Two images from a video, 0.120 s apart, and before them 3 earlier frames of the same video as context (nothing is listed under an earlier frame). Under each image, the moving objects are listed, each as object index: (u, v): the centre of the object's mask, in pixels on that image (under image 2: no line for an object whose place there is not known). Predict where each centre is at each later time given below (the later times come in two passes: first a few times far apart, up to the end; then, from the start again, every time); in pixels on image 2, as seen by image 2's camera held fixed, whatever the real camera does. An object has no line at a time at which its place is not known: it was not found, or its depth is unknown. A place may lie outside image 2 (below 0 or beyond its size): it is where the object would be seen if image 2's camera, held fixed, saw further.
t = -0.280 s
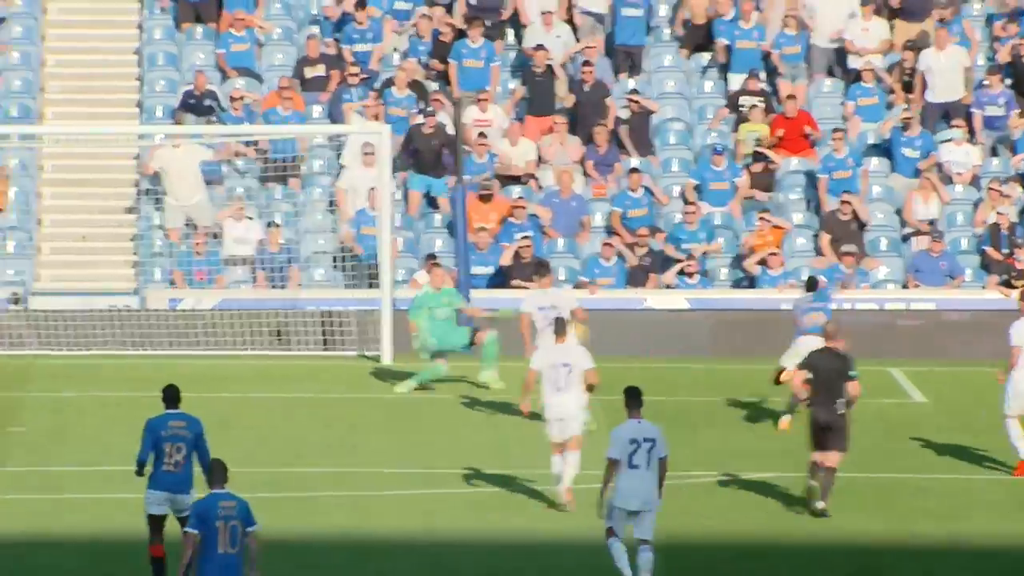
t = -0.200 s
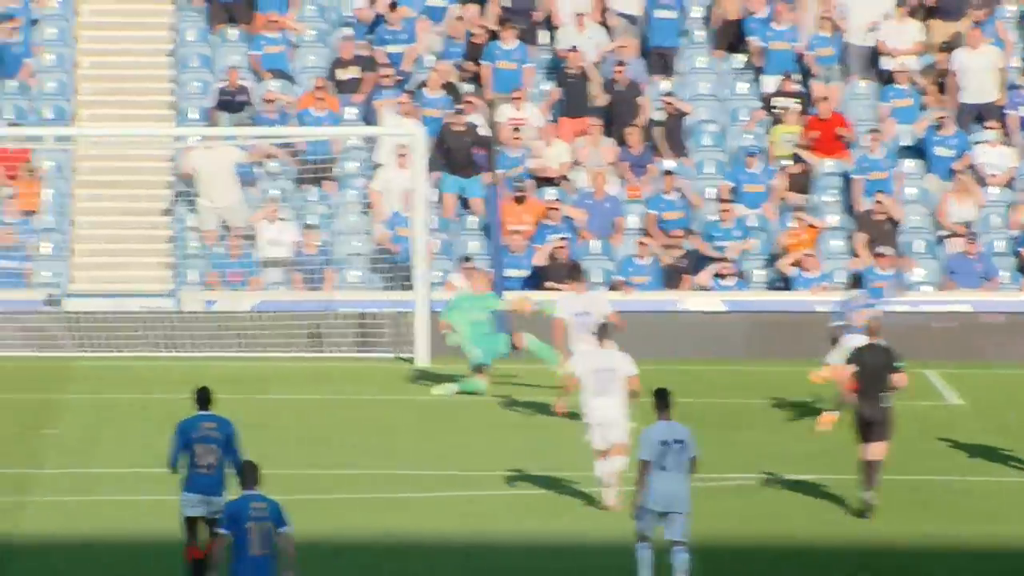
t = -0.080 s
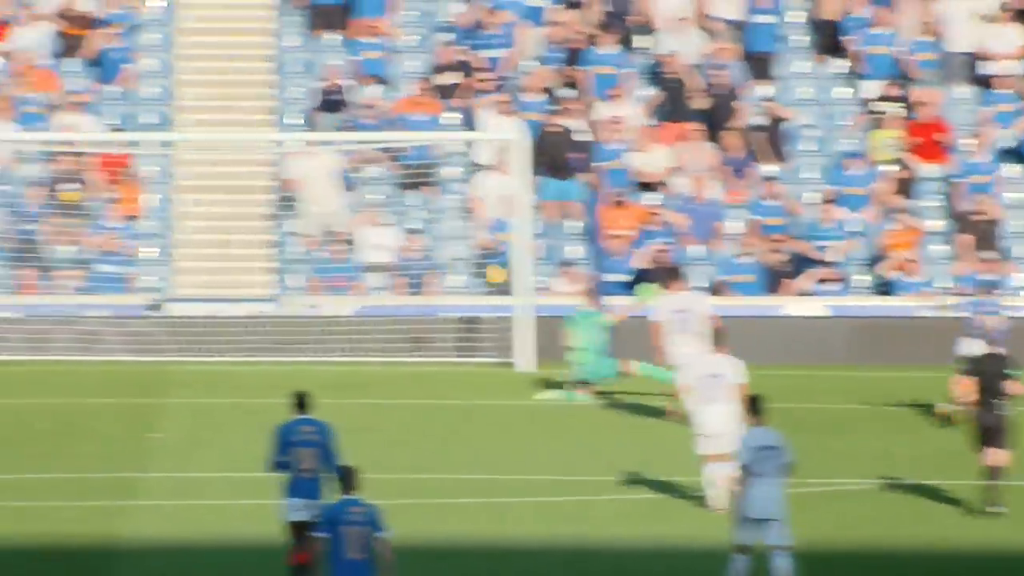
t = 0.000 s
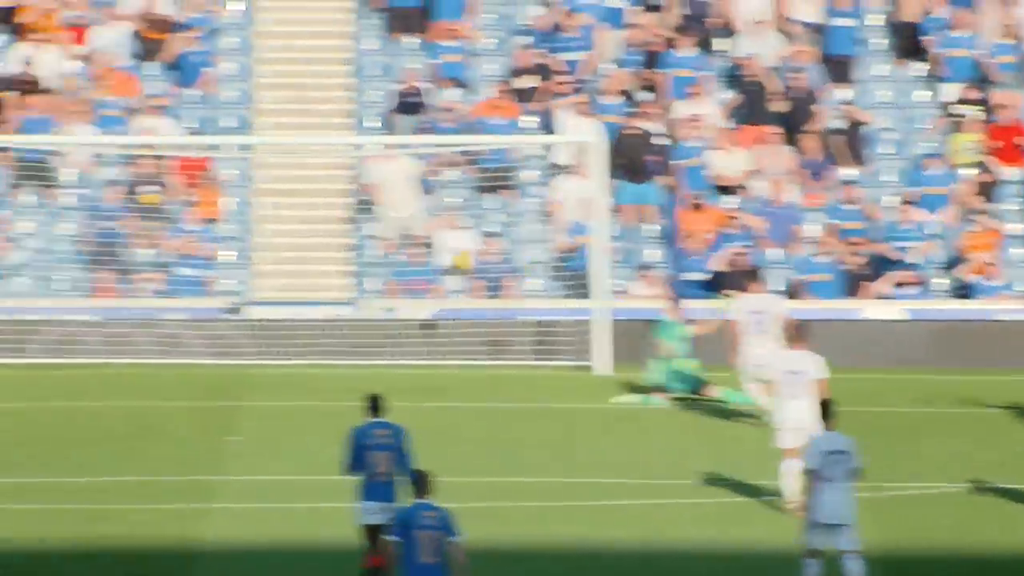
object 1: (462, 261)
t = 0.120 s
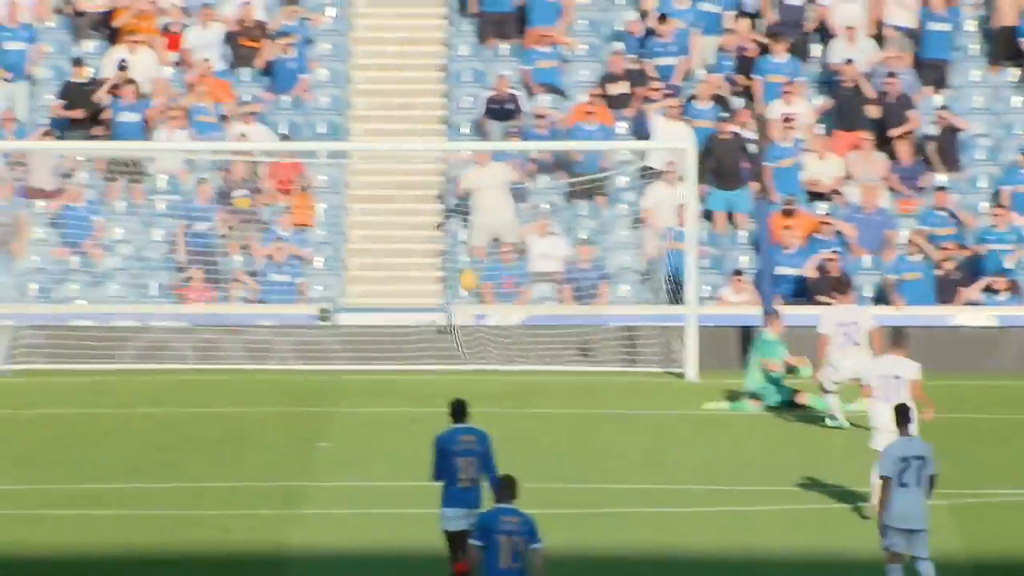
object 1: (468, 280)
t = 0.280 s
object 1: (407, 310)
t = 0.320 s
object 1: (391, 322)
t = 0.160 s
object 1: (453, 287)
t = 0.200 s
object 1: (438, 293)
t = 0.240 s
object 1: (422, 301)
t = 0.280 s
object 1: (407, 310)
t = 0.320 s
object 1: (391, 322)
